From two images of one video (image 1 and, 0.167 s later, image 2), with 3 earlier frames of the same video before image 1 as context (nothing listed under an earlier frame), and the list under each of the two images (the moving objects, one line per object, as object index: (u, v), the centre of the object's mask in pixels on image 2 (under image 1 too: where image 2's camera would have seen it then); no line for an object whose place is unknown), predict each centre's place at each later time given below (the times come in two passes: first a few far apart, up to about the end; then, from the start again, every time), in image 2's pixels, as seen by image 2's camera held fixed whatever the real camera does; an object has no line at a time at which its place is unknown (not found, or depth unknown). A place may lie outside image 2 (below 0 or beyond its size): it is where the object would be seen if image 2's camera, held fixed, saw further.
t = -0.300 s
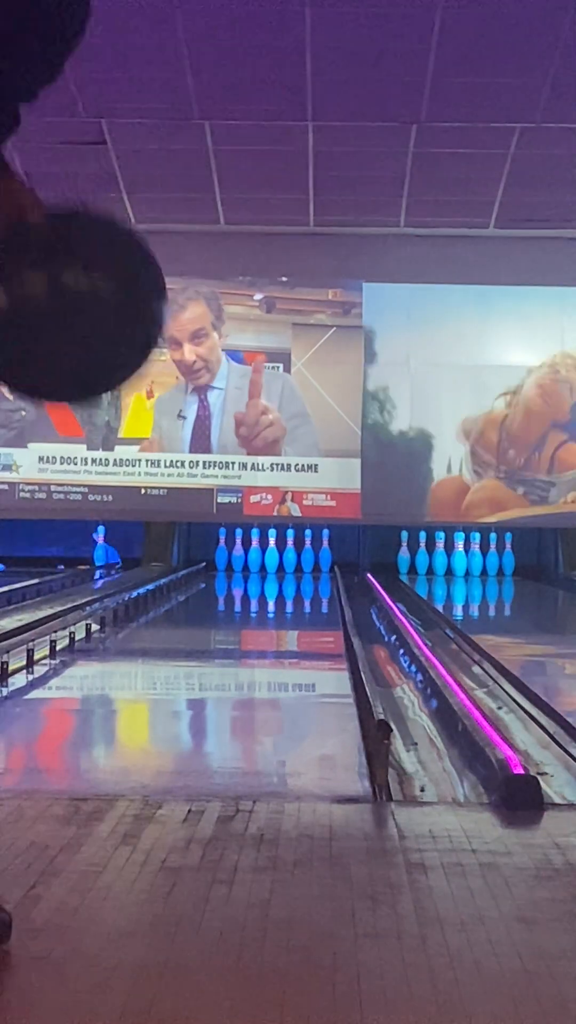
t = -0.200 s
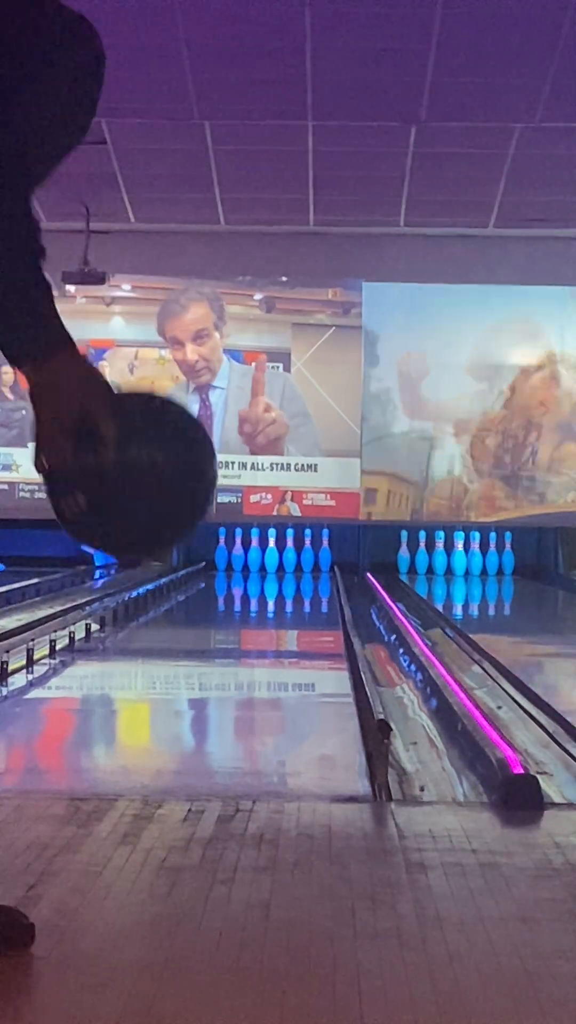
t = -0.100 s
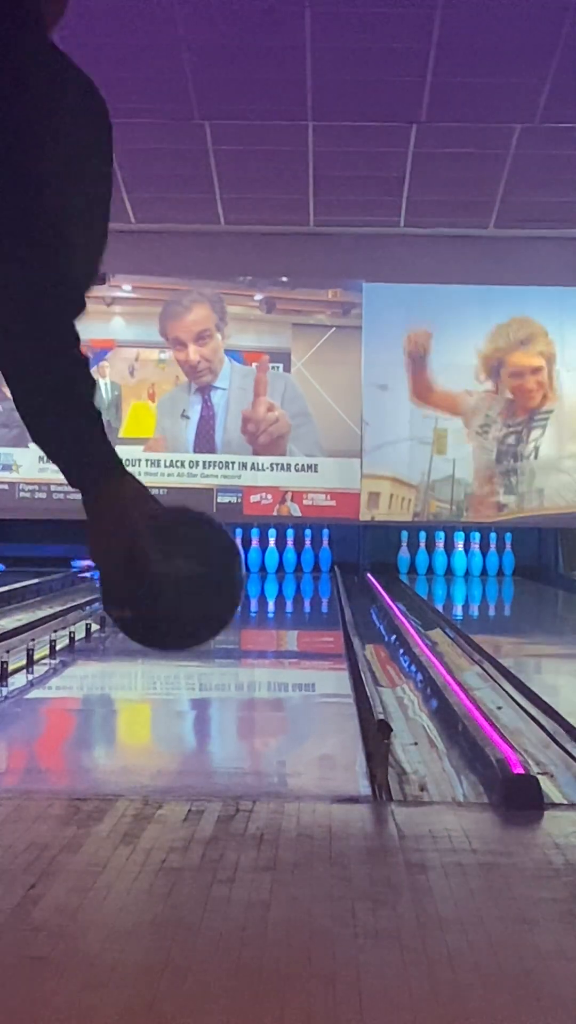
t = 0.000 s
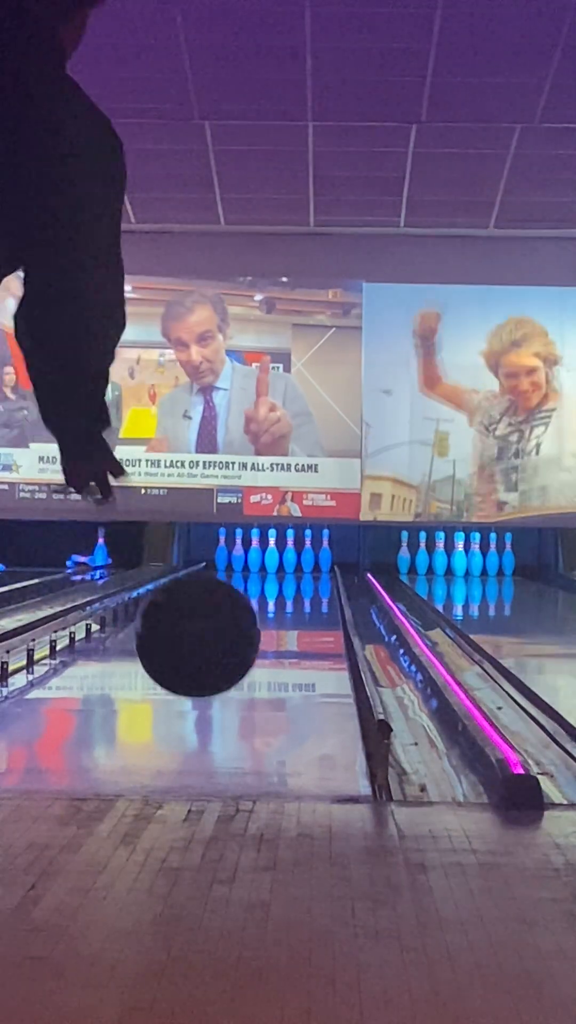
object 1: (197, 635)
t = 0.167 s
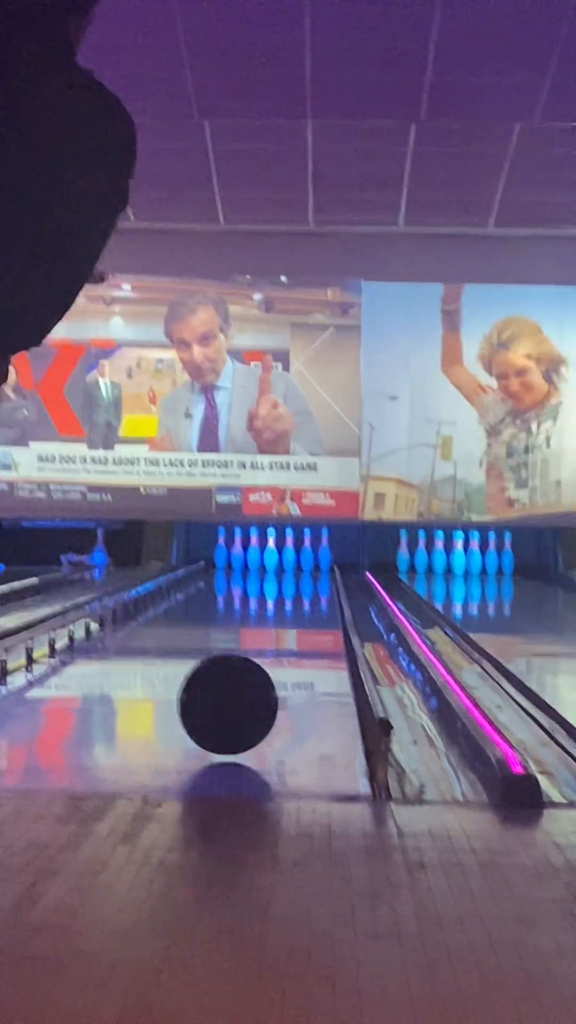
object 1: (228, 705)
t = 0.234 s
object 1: (239, 694)
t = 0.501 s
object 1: (268, 653)
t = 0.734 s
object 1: (286, 631)
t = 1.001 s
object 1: (301, 614)
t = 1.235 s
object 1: (311, 601)
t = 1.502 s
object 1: (321, 591)
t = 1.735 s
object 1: (317, 584)
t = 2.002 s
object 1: (313, 578)
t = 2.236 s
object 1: (312, 573)
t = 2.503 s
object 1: (313, 568)
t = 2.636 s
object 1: (315, 566)
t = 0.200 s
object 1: (233, 699)
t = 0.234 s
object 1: (239, 694)
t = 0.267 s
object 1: (244, 688)
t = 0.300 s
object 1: (248, 682)
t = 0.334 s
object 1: (252, 676)
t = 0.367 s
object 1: (256, 671)
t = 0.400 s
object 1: (259, 666)
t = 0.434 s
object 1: (262, 661)
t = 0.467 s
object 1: (265, 657)
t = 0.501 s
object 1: (268, 653)
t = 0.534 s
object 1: (271, 650)
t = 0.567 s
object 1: (274, 646)
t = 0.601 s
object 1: (277, 642)
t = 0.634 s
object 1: (279, 639)
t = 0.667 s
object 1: (282, 636)
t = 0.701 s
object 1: (284, 634)
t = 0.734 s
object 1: (286, 631)
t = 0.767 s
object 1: (288, 629)
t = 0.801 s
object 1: (290, 627)
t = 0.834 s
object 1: (292, 625)
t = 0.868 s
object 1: (294, 623)
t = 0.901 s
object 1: (296, 621)
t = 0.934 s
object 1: (297, 618)
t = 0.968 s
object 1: (299, 616)
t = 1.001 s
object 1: (301, 614)
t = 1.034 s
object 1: (302, 612)
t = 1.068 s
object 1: (304, 610)
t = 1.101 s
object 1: (306, 608)
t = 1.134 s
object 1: (307, 606)
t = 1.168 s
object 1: (309, 604)
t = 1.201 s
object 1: (310, 602)
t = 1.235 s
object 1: (311, 601)
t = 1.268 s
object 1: (313, 600)
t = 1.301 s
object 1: (314, 598)
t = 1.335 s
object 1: (315, 597)
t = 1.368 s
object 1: (316, 595)
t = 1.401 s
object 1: (318, 594)
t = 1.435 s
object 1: (319, 593)
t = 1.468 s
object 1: (320, 592)
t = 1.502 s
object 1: (321, 591)
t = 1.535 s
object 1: (320, 590)
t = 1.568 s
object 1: (319, 589)
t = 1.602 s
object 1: (319, 587)
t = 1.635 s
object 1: (319, 586)
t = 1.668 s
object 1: (318, 585)
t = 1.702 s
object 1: (317, 584)
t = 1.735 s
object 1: (317, 584)
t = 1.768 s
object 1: (316, 583)
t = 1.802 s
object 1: (316, 582)
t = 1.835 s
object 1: (315, 581)
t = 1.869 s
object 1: (315, 580)
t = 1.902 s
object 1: (314, 580)
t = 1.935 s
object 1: (314, 578)
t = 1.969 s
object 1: (314, 578)
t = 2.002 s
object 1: (313, 578)
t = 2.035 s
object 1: (313, 577)
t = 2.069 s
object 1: (313, 576)
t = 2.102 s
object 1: (312, 575)
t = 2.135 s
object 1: (312, 575)
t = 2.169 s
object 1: (312, 574)
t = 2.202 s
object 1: (312, 574)
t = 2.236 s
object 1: (312, 573)
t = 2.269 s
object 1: (312, 572)
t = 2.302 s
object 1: (312, 572)
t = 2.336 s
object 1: (312, 571)
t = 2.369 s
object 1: (312, 570)
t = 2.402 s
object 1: (313, 570)
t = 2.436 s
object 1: (313, 569)
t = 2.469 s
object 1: (313, 568)
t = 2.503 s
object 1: (313, 568)
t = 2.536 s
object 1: (314, 567)
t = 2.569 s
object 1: (314, 567)
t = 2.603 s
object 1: (314, 566)
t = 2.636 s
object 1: (315, 566)
